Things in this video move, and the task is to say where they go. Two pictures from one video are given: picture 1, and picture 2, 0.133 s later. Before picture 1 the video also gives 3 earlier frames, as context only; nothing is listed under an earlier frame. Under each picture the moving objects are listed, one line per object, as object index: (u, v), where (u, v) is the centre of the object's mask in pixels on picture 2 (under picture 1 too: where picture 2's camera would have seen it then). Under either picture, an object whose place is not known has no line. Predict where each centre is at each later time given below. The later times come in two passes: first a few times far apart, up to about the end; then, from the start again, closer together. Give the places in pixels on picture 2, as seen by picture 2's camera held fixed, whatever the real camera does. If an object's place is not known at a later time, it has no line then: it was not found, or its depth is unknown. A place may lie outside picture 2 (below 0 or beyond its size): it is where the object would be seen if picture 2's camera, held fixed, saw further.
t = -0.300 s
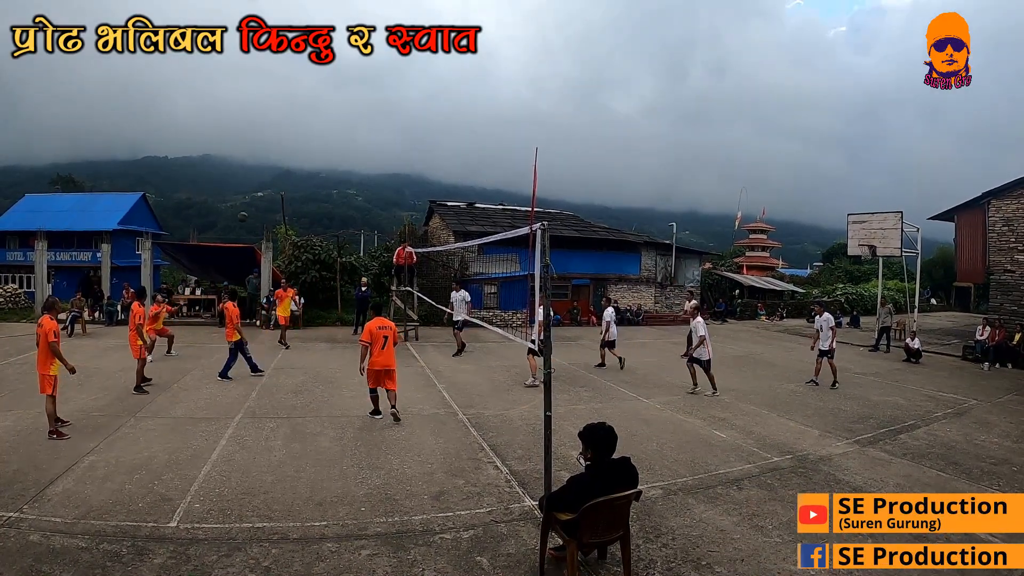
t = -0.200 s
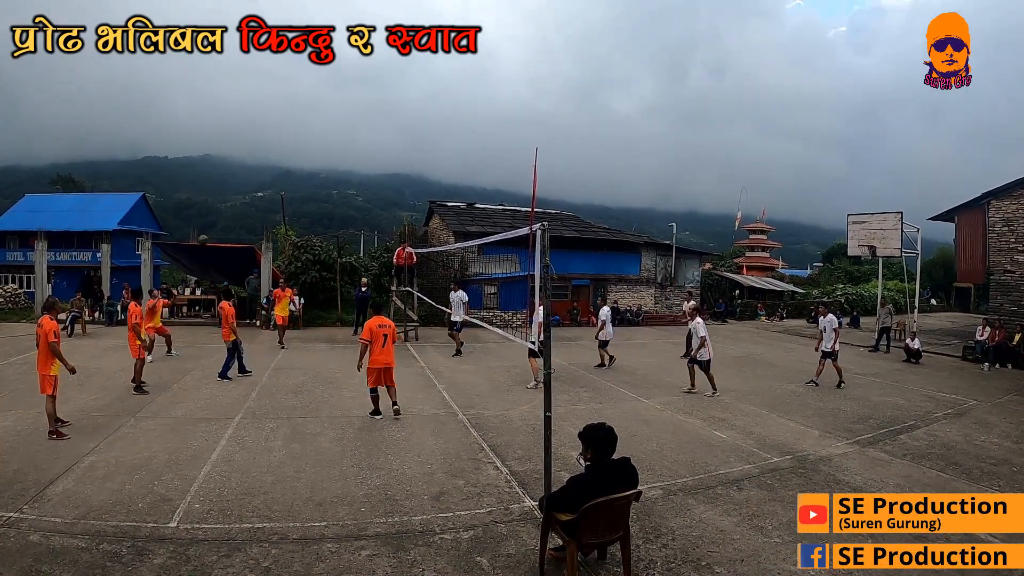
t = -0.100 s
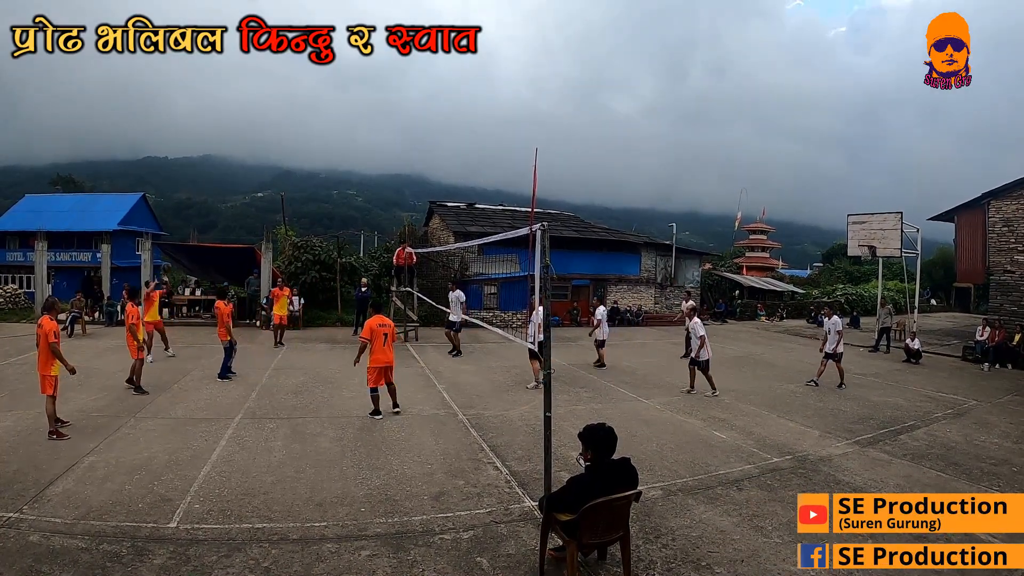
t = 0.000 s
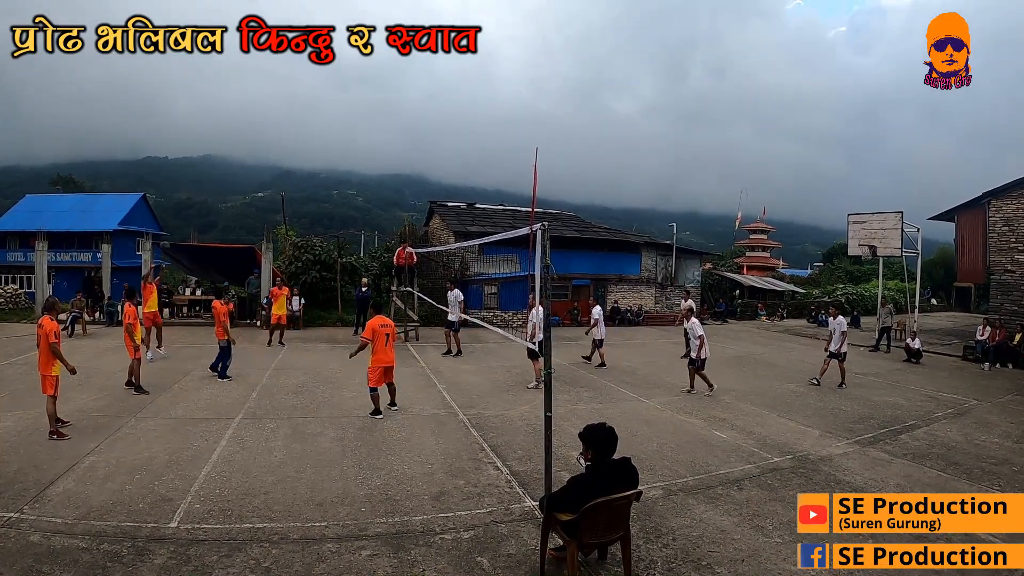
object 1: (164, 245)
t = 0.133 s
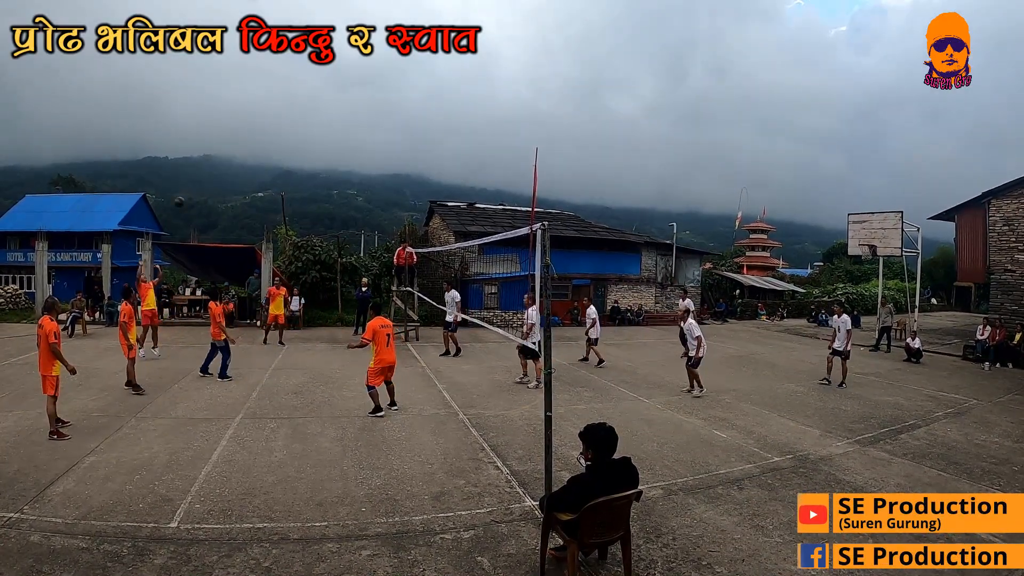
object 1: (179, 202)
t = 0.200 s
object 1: (187, 183)
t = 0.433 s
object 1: (216, 132)
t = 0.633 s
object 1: (241, 110)
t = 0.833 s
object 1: (266, 108)
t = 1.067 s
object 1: (294, 137)
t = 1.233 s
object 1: (314, 181)
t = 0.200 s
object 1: (187, 183)
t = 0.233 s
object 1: (191, 174)
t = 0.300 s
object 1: (200, 158)
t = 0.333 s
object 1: (204, 151)
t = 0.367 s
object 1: (208, 144)
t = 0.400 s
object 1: (212, 138)
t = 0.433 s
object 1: (216, 132)
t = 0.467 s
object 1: (220, 126)
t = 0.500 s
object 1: (225, 122)
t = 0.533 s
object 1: (229, 118)
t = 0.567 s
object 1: (233, 115)
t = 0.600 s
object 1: (237, 112)
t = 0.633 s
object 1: (241, 110)
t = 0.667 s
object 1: (245, 108)
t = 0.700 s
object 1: (249, 107)
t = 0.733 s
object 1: (253, 106)
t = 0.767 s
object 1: (257, 106)
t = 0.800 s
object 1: (262, 107)
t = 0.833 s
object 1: (266, 108)
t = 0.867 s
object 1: (270, 110)
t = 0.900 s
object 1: (274, 113)
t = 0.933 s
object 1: (278, 116)
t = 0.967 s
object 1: (281, 120)
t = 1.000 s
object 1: (286, 125)
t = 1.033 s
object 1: (290, 130)
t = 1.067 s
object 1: (294, 137)
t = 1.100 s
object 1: (298, 144)
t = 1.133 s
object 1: (302, 152)
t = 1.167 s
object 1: (306, 160)
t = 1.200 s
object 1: (310, 169)
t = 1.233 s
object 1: (314, 181)
